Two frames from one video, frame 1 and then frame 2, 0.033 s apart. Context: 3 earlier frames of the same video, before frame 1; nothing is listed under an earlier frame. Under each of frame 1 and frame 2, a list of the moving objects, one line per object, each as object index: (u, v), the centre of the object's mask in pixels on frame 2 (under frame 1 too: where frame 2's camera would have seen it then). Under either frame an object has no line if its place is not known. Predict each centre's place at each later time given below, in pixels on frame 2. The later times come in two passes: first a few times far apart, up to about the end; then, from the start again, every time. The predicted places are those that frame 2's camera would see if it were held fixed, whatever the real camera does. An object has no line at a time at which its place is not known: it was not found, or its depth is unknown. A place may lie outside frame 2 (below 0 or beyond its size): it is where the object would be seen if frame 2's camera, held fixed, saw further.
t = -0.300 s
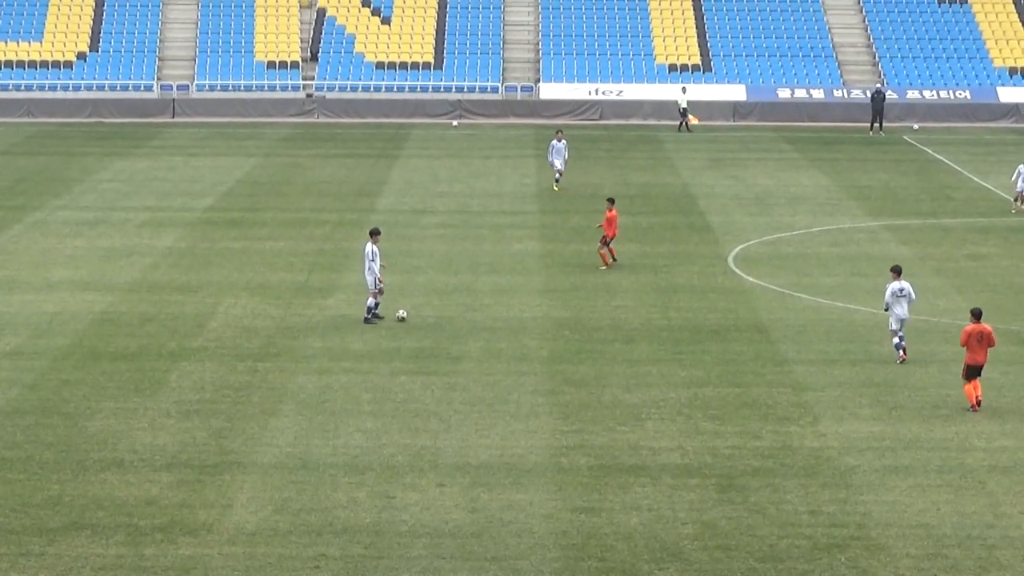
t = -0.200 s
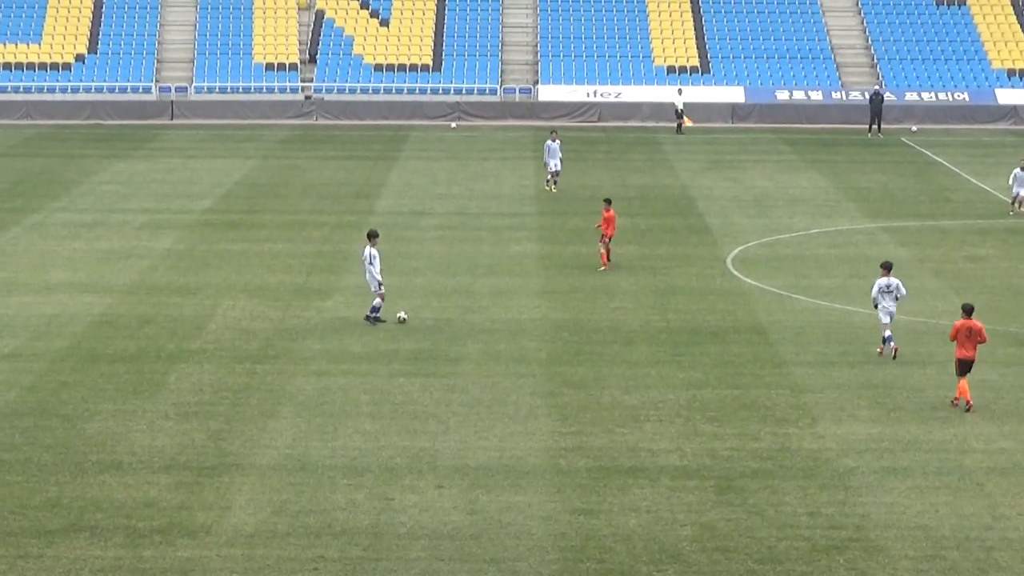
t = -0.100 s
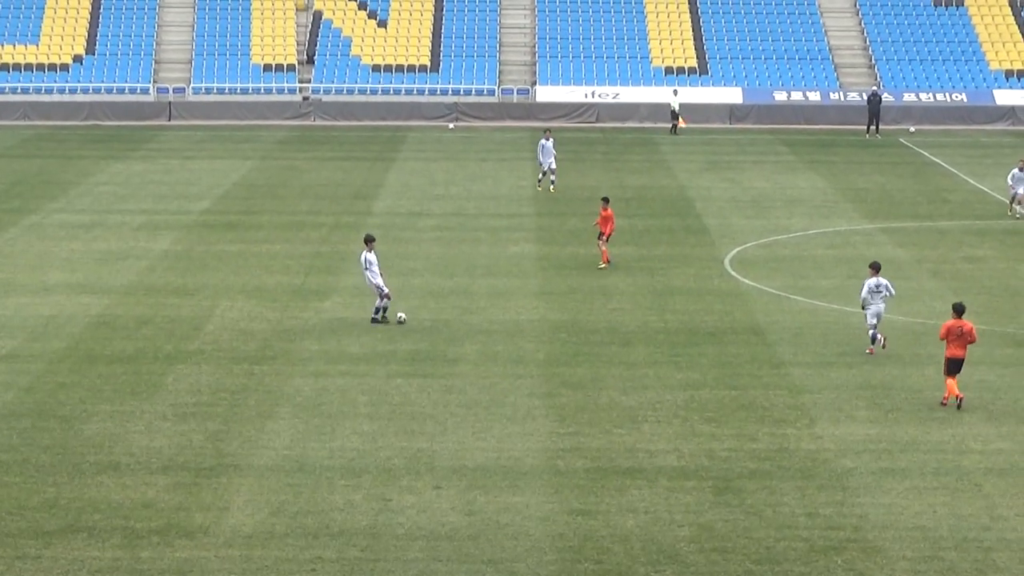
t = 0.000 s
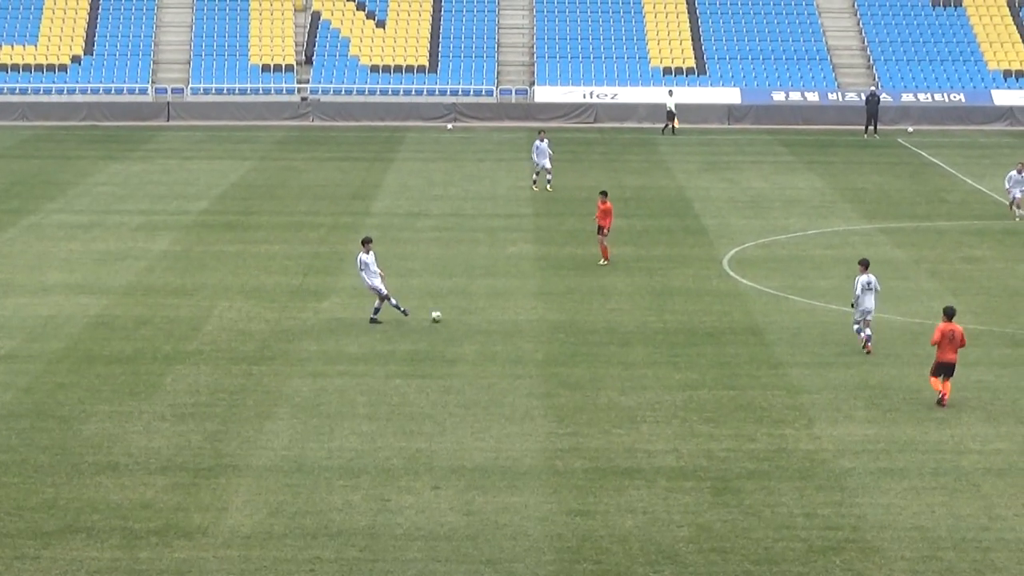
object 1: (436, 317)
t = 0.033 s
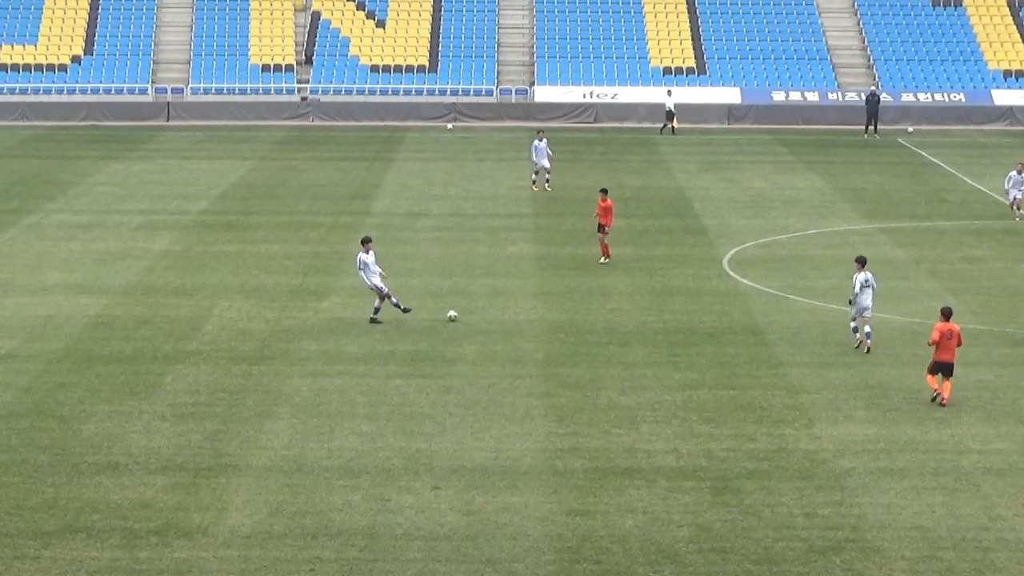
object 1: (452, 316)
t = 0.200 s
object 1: (524, 312)
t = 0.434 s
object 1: (604, 309)
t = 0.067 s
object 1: (467, 316)
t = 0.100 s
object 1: (482, 315)
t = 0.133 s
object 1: (497, 314)
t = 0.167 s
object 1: (511, 314)
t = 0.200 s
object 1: (524, 312)
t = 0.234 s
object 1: (536, 310)
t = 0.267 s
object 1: (548, 310)
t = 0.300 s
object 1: (560, 309)
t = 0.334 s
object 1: (571, 309)
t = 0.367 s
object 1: (583, 309)
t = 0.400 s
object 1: (595, 310)
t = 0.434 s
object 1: (604, 309)
